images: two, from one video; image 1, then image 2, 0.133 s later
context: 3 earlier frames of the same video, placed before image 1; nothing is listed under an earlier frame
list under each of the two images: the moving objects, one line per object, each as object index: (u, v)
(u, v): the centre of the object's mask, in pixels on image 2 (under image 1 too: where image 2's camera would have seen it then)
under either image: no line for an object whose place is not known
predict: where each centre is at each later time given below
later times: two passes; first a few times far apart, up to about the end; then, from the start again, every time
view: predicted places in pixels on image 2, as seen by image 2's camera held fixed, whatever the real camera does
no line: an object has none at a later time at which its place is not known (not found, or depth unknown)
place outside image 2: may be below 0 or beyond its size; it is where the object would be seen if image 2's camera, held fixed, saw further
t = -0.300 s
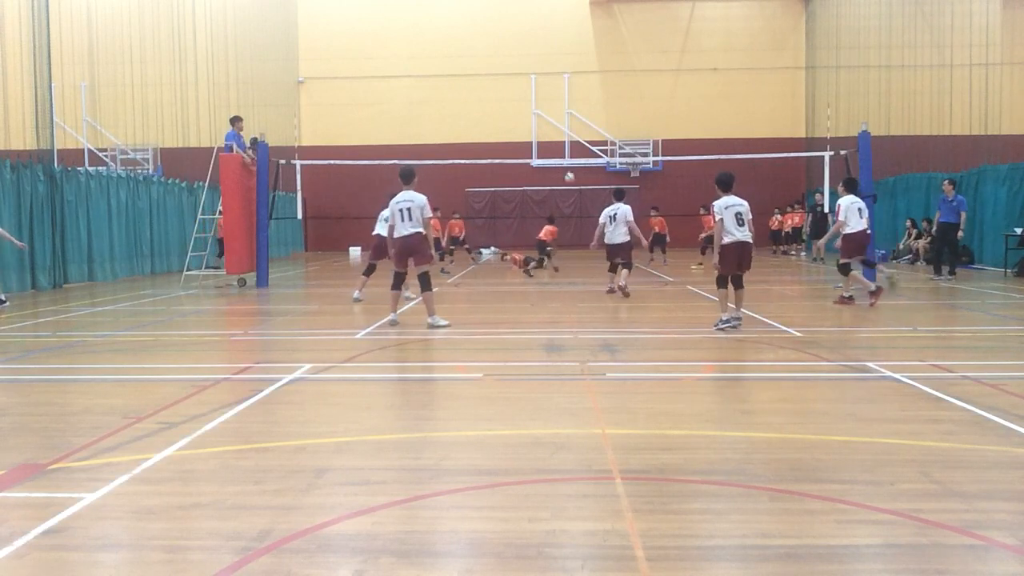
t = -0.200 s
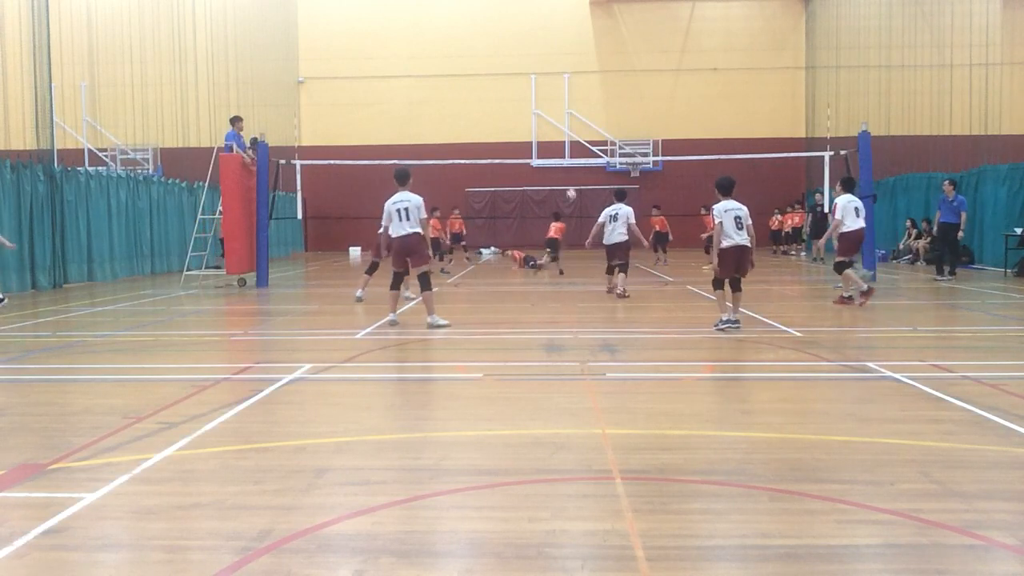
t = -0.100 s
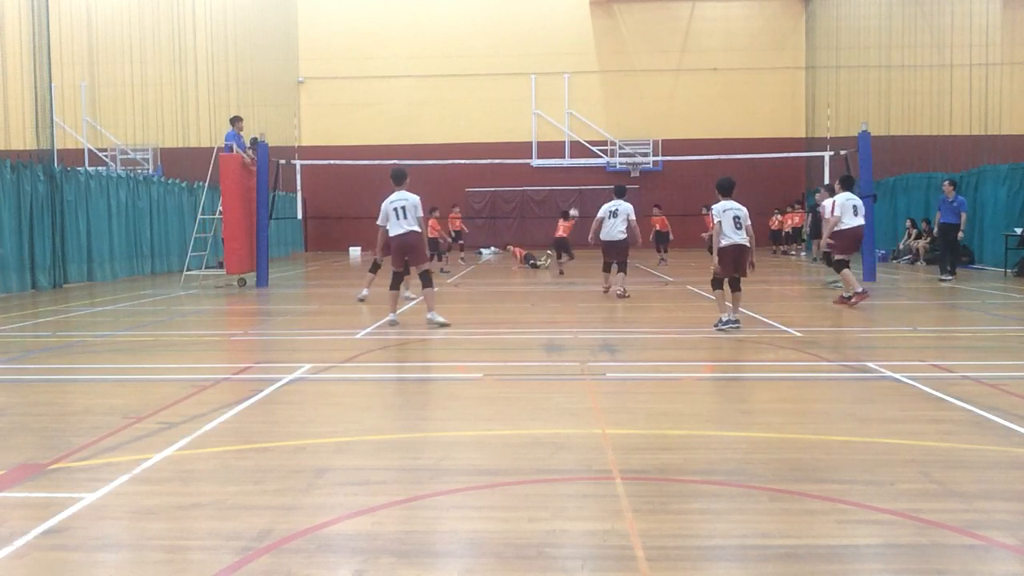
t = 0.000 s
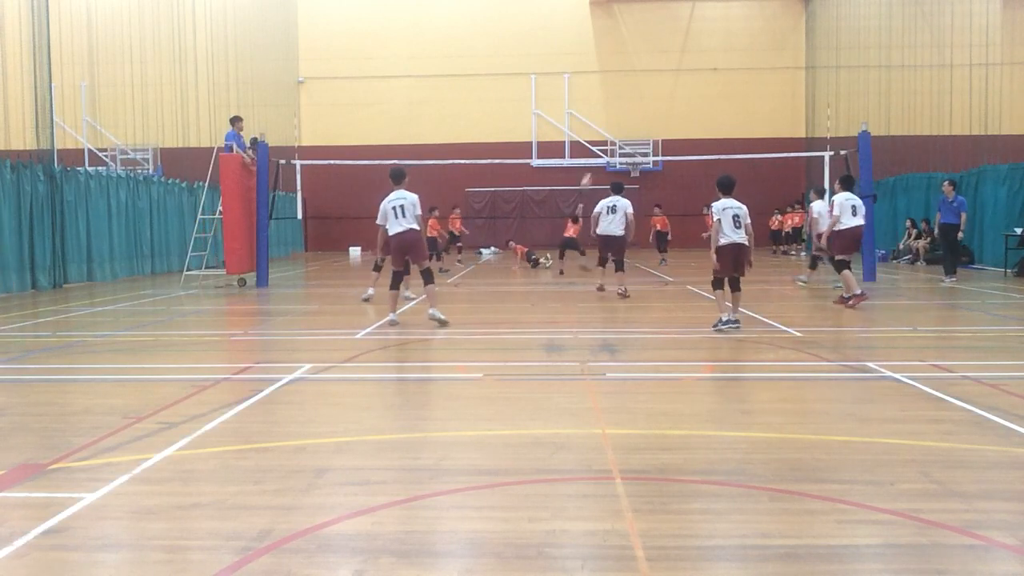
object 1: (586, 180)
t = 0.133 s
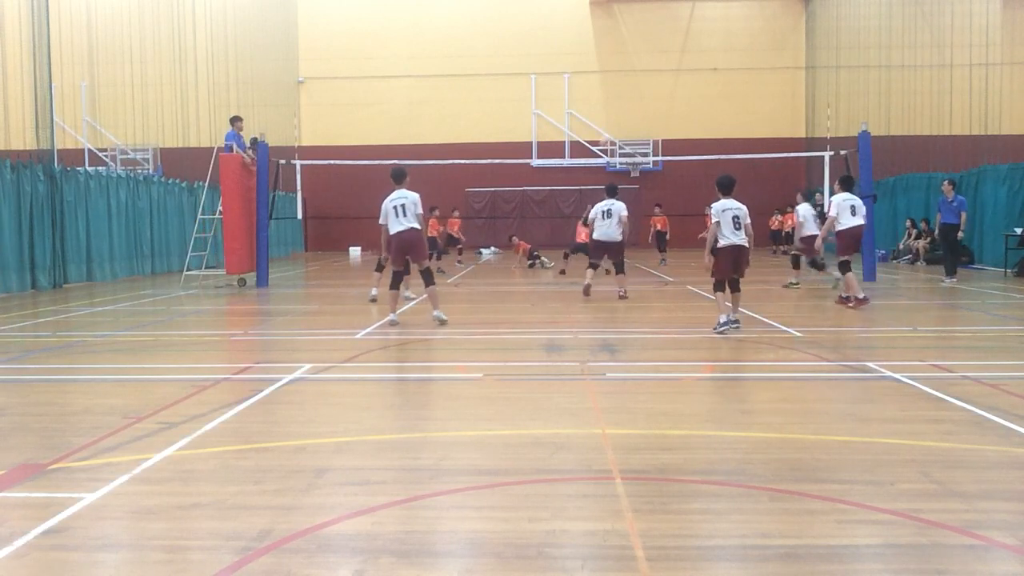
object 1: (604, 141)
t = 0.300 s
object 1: (628, 102)
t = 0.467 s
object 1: (652, 76)
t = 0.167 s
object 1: (610, 132)
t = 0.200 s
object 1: (614, 123)
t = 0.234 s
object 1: (619, 115)
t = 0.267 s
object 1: (624, 108)
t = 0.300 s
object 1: (628, 102)
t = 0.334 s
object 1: (633, 95)
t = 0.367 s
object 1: (638, 89)
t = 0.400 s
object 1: (642, 85)
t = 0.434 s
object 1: (647, 80)
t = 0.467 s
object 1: (652, 76)
